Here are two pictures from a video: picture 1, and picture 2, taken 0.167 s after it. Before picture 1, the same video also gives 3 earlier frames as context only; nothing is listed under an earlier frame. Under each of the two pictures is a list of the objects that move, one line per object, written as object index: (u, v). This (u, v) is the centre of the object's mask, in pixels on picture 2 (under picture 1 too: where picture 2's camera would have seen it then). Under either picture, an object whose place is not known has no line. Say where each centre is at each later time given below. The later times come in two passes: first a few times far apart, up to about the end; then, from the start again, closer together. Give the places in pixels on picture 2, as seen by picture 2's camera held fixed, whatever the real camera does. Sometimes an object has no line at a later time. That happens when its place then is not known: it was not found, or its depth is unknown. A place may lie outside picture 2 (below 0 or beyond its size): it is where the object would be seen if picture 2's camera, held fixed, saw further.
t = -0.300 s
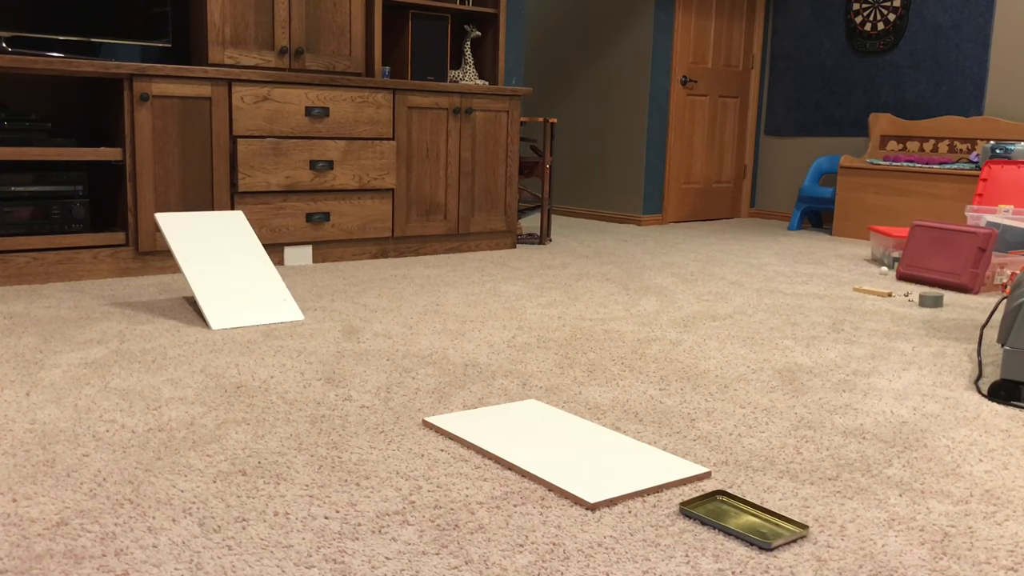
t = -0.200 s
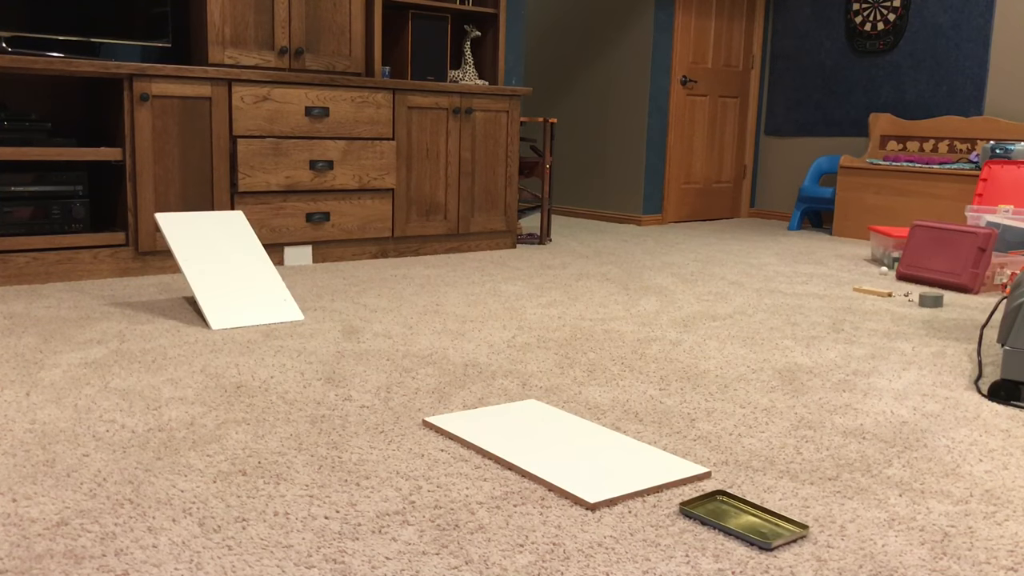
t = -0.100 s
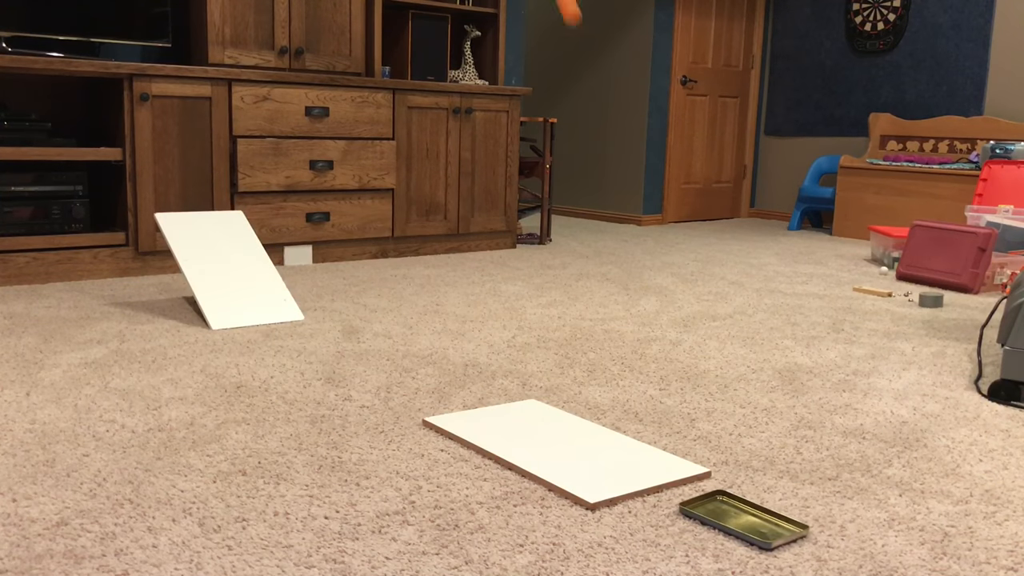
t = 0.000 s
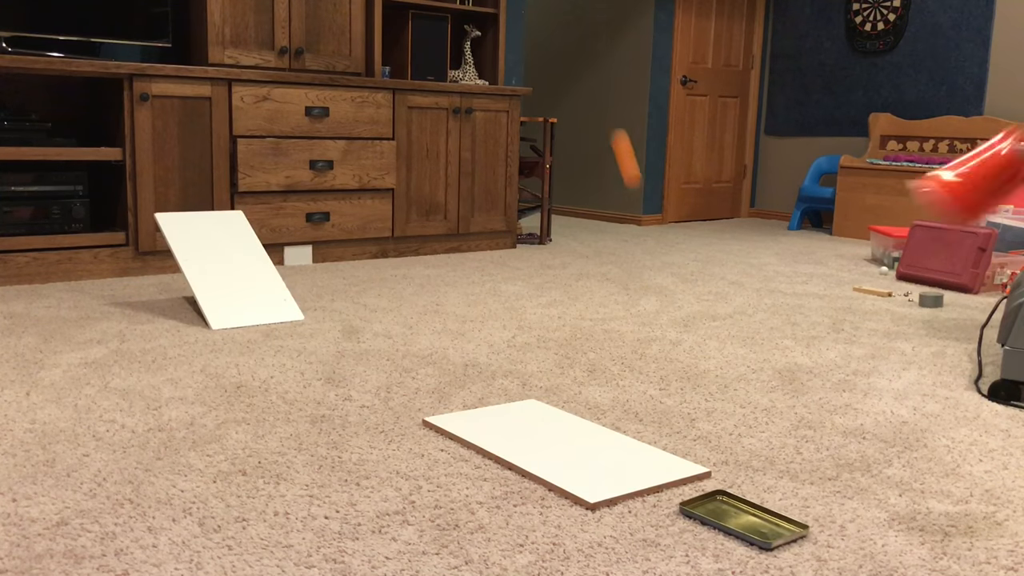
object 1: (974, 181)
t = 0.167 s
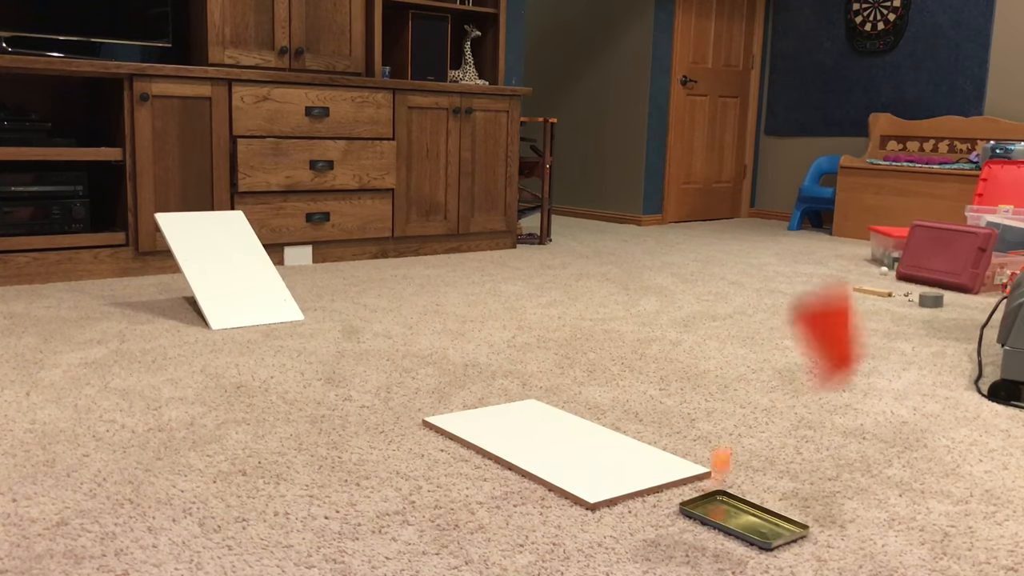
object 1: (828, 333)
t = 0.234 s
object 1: (791, 445)
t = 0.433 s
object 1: (741, 467)
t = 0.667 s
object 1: (747, 470)
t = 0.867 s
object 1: (747, 470)
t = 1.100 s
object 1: (747, 470)
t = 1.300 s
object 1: (747, 470)
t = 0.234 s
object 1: (791, 445)
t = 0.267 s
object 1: (765, 496)
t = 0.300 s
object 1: (756, 474)
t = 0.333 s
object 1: (744, 465)
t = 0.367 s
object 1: (744, 462)
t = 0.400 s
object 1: (742, 463)
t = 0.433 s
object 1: (741, 467)
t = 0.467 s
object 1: (747, 472)
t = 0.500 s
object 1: (746, 468)
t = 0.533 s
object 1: (747, 468)
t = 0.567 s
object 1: (747, 470)
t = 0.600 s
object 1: (747, 470)
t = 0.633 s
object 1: (747, 470)
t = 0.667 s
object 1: (747, 470)
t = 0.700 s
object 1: (747, 470)
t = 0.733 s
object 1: (747, 470)
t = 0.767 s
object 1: (747, 470)
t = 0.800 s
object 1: (747, 470)
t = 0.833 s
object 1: (747, 470)
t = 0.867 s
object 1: (747, 470)
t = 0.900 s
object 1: (747, 470)
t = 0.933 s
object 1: (747, 470)
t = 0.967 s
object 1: (747, 470)
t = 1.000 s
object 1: (747, 470)
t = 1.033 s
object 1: (747, 470)
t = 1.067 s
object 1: (747, 470)
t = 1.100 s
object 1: (747, 470)
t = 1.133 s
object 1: (747, 470)
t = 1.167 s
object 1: (747, 470)
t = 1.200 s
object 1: (747, 470)
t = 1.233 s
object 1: (747, 470)
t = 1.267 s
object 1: (747, 470)
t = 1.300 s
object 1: (747, 470)
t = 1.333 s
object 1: (747, 470)
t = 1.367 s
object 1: (747, 470)
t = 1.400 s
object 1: (747, 470)
